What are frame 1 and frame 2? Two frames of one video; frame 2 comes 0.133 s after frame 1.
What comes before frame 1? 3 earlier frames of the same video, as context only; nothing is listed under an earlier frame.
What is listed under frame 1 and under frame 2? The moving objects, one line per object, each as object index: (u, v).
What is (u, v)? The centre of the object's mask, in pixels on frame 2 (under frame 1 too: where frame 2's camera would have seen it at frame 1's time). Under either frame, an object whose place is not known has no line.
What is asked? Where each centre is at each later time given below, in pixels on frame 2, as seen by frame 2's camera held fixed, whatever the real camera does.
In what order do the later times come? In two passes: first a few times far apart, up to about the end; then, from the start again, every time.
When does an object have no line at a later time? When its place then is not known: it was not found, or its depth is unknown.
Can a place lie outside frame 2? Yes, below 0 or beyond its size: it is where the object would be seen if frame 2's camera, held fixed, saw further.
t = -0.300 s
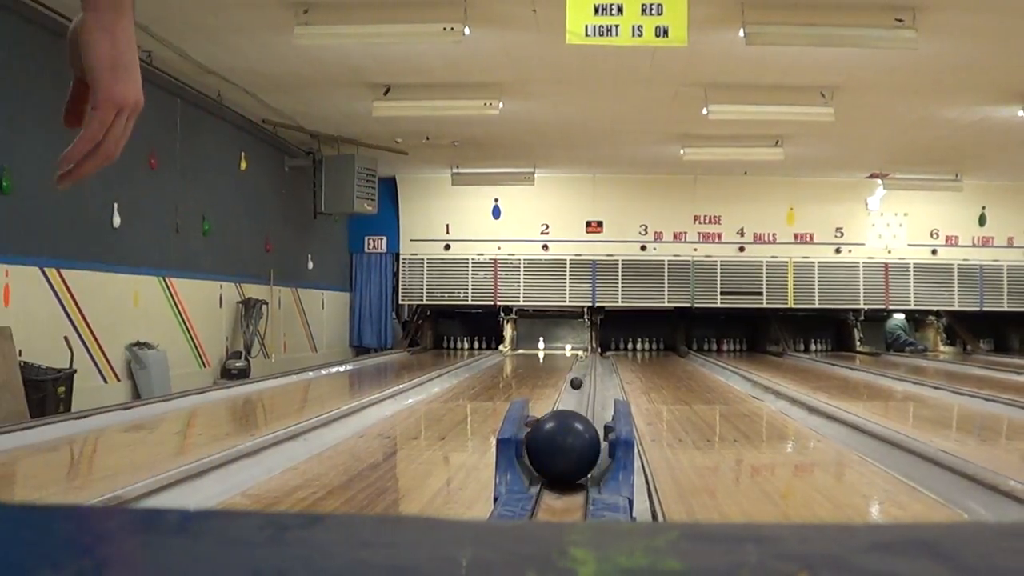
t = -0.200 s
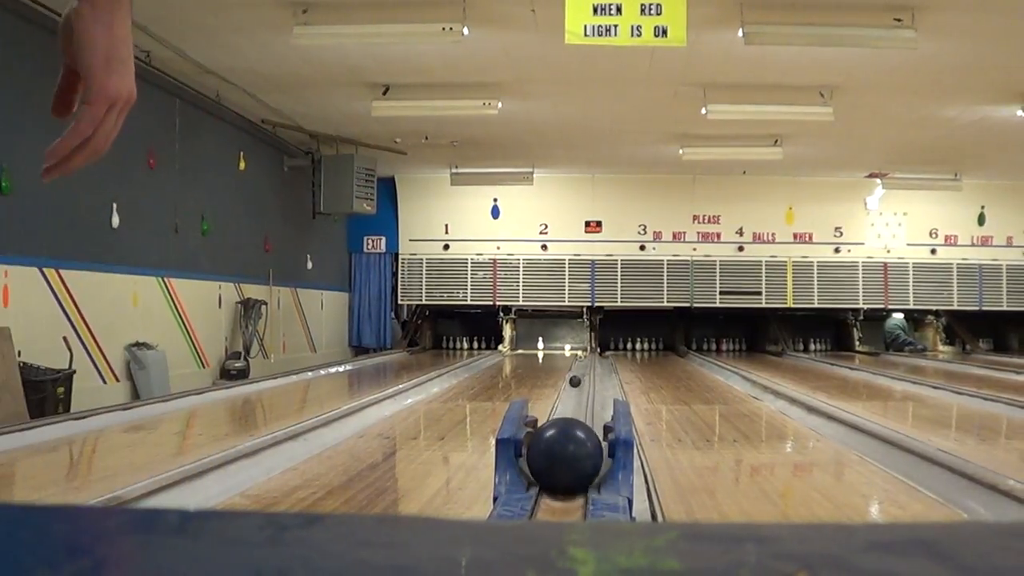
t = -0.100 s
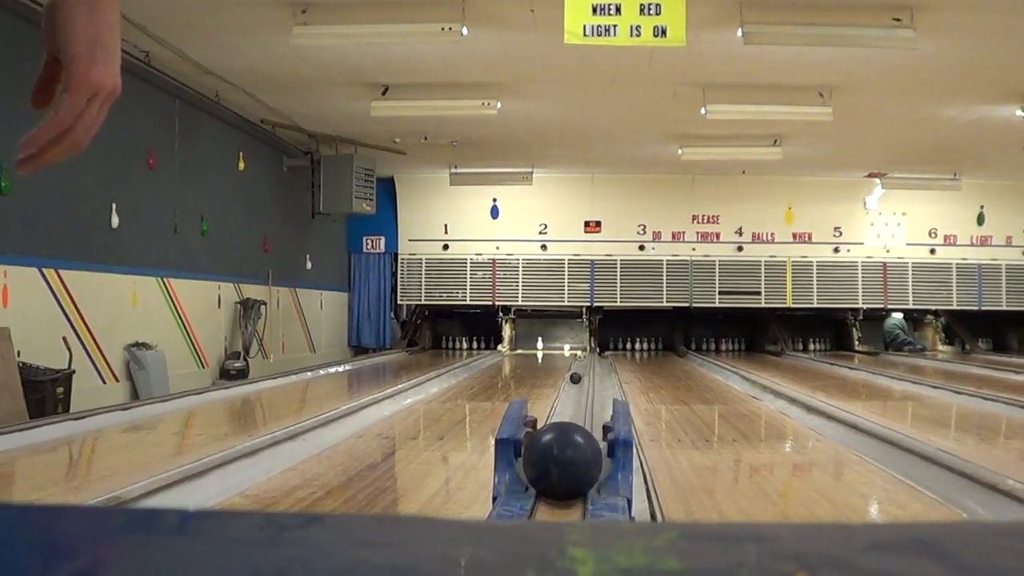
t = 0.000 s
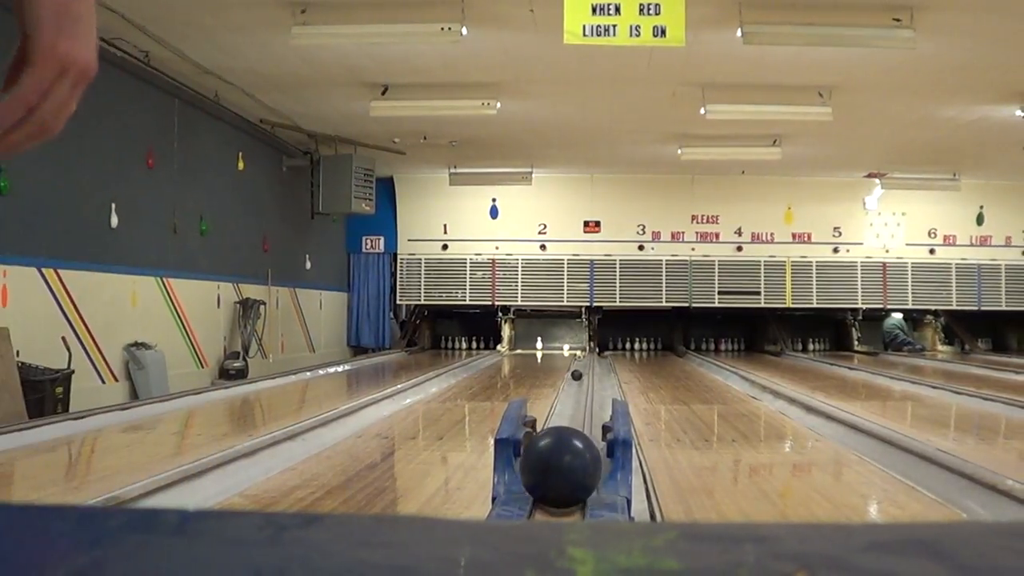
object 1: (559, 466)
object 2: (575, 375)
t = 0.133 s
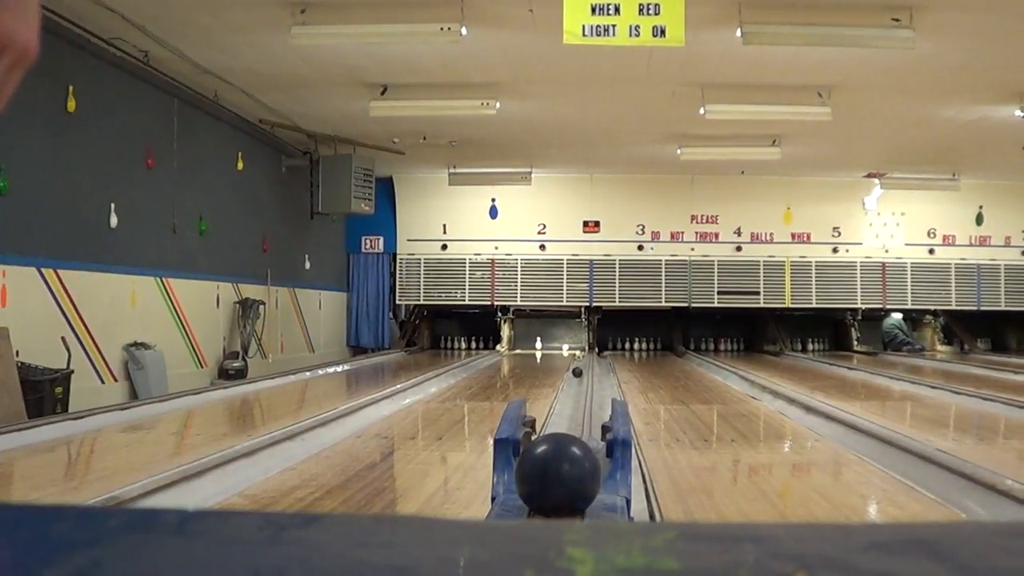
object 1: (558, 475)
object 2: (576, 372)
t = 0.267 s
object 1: (555, 481)
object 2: (575, 369)
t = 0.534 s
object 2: (575, 364)
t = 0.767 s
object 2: (579, 361)
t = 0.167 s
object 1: (557, 477)
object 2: (576, 371)
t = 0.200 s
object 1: (556, 478)
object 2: (576, 370)
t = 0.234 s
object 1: (556, 480)
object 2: (575, 369)
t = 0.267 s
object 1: (555, 481)
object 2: (575, 369)
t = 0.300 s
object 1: (555, 482)
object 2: (574, 367)
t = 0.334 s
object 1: (554, 484)
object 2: (573, 366)
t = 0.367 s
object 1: (554, 485)
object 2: (573, 366)
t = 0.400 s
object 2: (573, 365)
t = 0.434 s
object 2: (573, 364)
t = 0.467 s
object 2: (573, 364)
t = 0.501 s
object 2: (574, 364)
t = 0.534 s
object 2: (575, 364)
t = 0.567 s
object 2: (576, 363)
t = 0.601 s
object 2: (577, 362)
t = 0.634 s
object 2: (578, 362)
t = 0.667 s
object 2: (579, 362)
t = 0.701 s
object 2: (580, 361)
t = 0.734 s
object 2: (580, 361)
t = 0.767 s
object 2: (579, 361)
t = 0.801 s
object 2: (579, 361)
